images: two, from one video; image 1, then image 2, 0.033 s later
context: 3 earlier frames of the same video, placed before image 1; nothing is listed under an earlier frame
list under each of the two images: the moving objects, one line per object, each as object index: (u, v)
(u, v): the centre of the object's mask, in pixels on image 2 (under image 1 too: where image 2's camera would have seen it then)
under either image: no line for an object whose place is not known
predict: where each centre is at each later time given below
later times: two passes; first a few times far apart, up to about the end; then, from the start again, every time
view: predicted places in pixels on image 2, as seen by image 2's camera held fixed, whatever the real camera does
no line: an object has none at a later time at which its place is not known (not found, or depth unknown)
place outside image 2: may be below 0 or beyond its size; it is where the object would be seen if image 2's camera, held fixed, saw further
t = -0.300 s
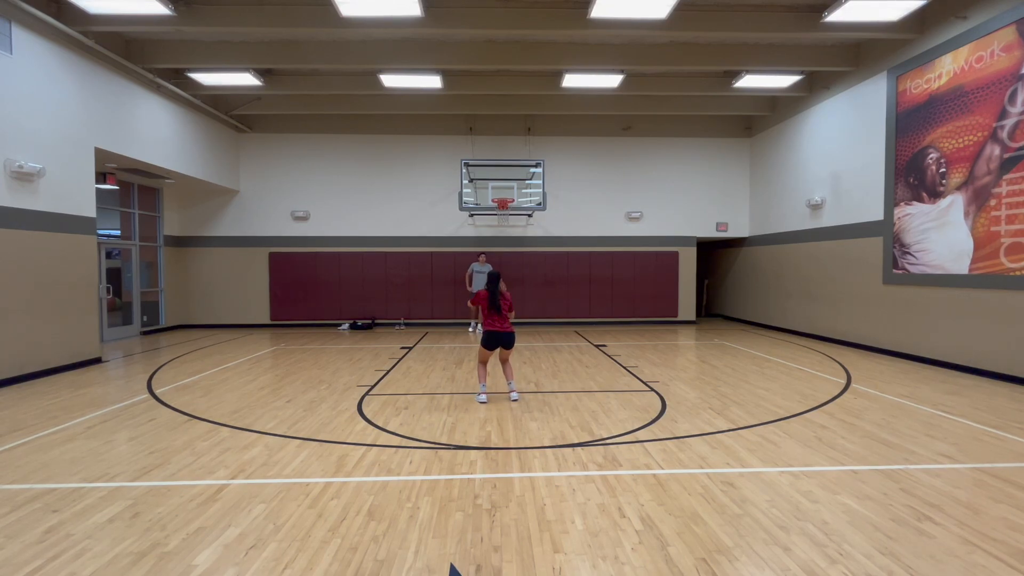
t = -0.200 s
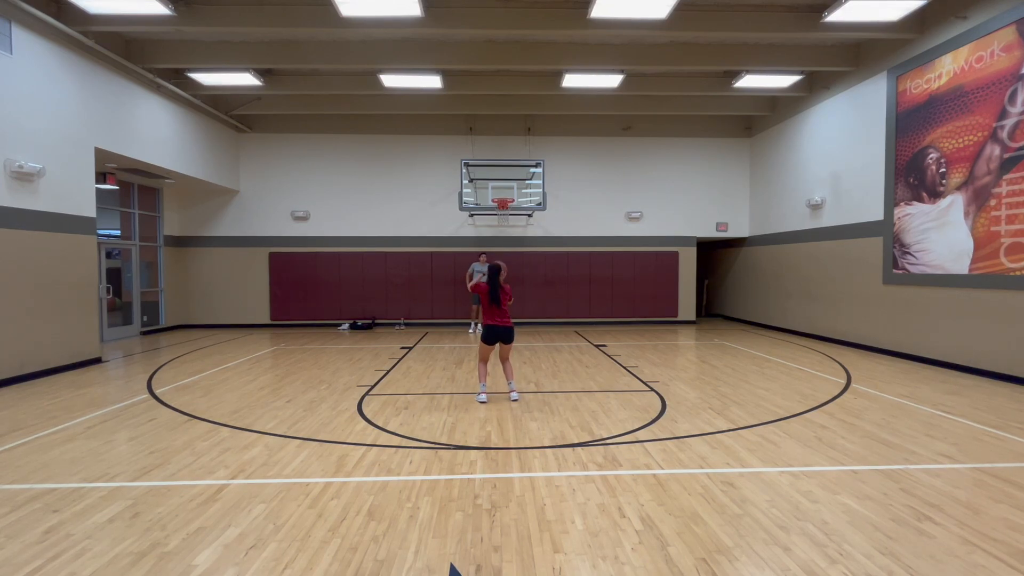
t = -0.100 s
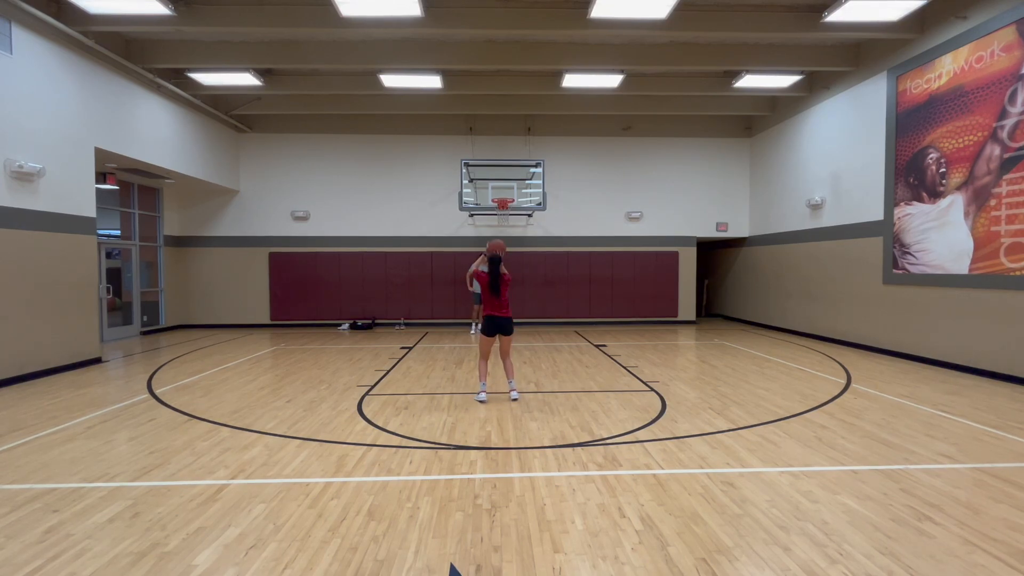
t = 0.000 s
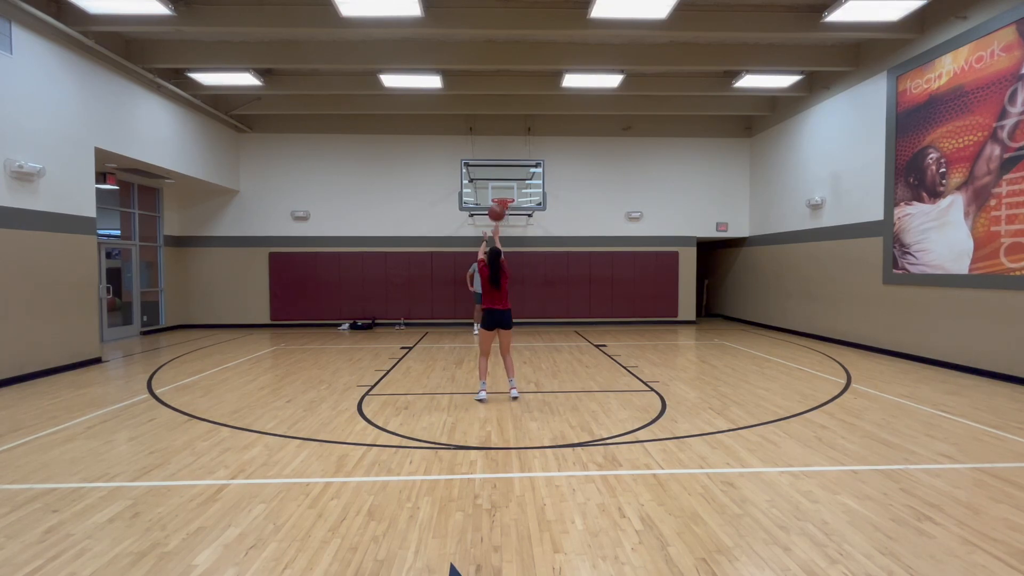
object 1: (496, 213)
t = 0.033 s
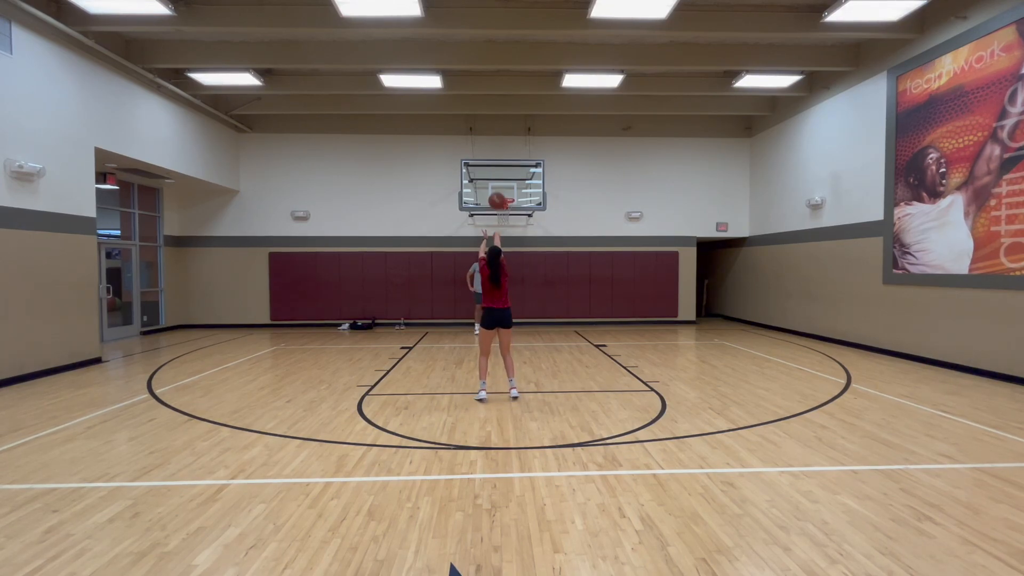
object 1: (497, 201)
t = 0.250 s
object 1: (498, 150)
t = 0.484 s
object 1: (500, 137)
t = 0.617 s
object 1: (501, 144)
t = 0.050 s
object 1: (497, 195)
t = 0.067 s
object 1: (497, 189)
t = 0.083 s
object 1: (497, 185)
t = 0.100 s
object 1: (497, 180)
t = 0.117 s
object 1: (497, 175)
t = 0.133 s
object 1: (498, 171)
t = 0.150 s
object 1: (497, 167)
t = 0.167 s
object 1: (497, 164)
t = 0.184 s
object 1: (498, 161)
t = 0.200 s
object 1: (498, 158)
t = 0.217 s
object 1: (498, 155)
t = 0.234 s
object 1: (498, 152)
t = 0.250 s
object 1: (498, 150)
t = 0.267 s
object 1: (498, 147)
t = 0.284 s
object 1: (498, 145)
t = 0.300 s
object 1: (499, 144)
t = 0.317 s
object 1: (499, 142)
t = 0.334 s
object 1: (499, 141)
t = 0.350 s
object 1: (499, 140)
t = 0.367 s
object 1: (499, 139)
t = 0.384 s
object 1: (499, 139)
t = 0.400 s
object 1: (499, 138)
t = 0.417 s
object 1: (499, 138)
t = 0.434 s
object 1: (500, 137)
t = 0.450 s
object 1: (500, 137)
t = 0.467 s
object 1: (500, 137)
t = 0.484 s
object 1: (500, 137)
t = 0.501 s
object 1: (500, 137)
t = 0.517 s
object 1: (500, 138)
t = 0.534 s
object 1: (500, 138)
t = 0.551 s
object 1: (500, 139)
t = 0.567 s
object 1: (501, 140)
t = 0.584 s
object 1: (501, 141)
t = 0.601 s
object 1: (501, 142)
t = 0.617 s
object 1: (501, 144)
